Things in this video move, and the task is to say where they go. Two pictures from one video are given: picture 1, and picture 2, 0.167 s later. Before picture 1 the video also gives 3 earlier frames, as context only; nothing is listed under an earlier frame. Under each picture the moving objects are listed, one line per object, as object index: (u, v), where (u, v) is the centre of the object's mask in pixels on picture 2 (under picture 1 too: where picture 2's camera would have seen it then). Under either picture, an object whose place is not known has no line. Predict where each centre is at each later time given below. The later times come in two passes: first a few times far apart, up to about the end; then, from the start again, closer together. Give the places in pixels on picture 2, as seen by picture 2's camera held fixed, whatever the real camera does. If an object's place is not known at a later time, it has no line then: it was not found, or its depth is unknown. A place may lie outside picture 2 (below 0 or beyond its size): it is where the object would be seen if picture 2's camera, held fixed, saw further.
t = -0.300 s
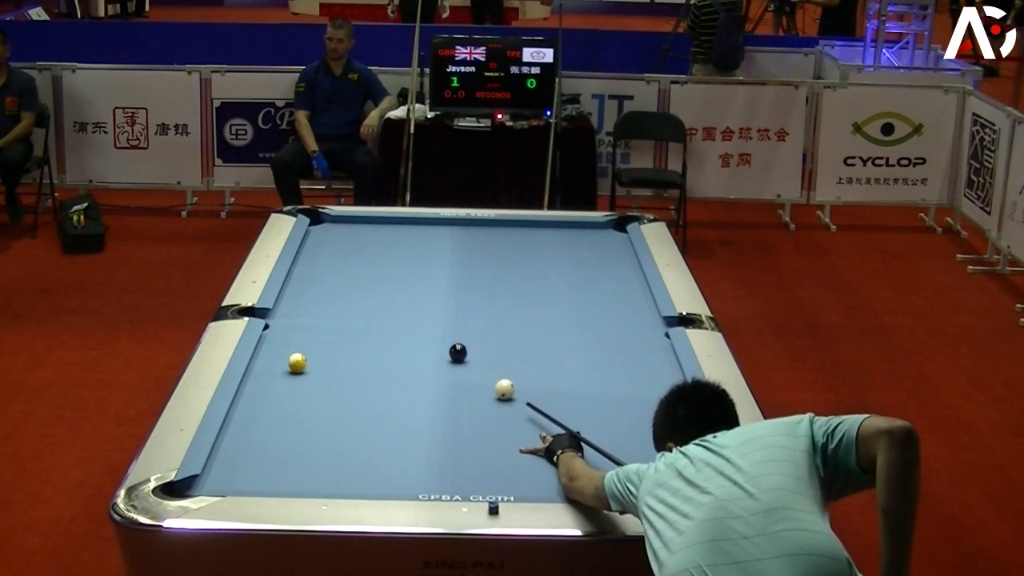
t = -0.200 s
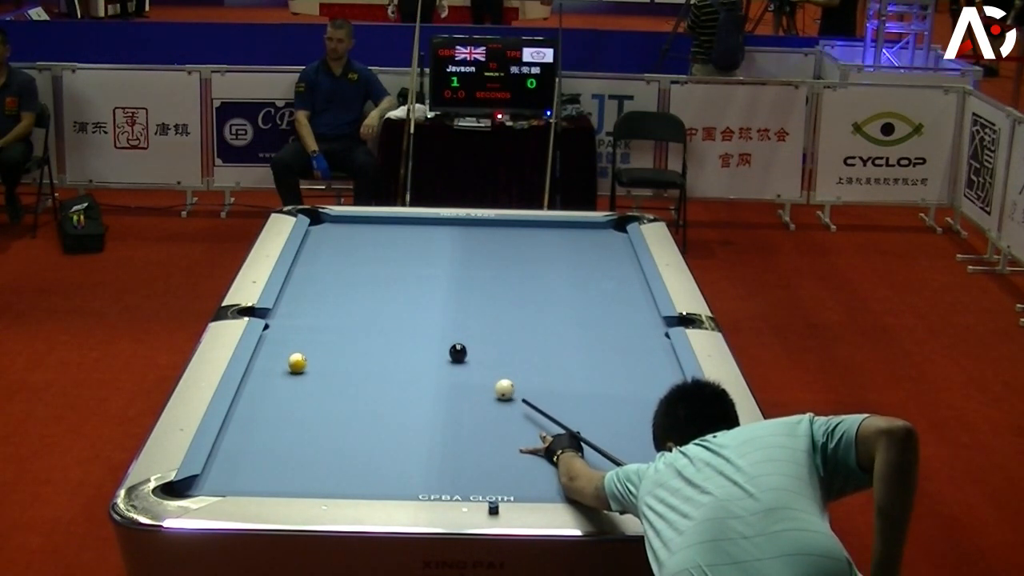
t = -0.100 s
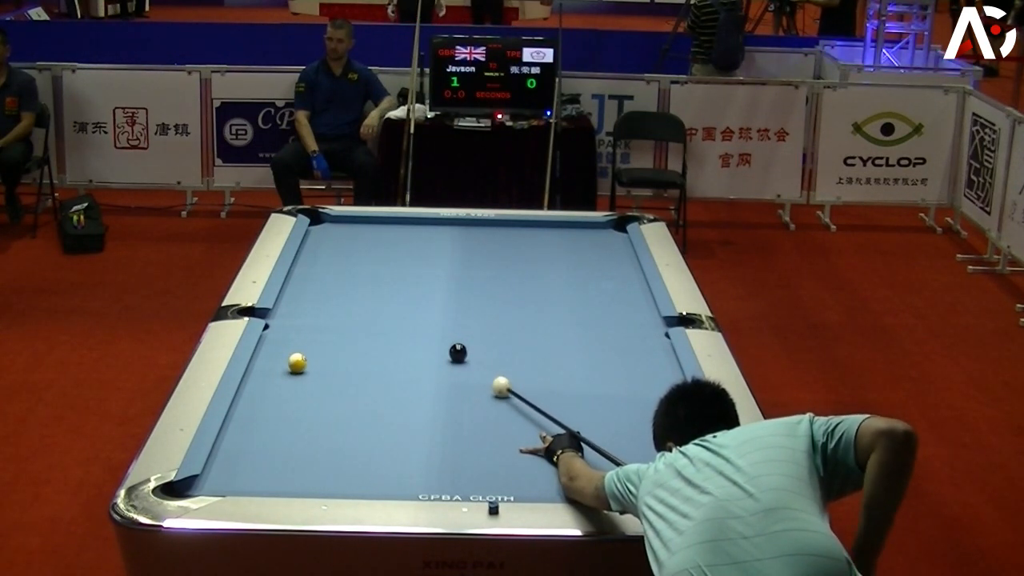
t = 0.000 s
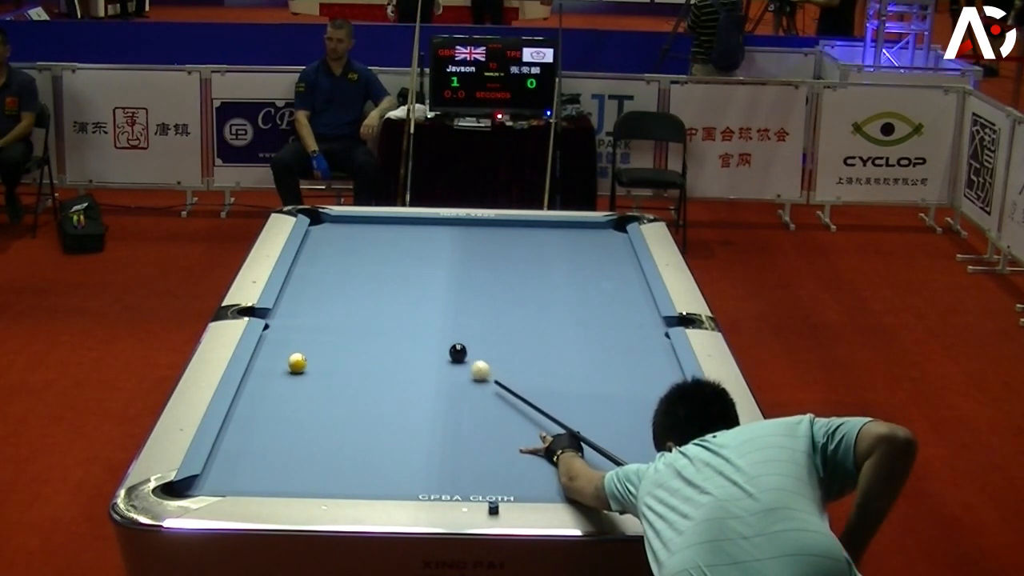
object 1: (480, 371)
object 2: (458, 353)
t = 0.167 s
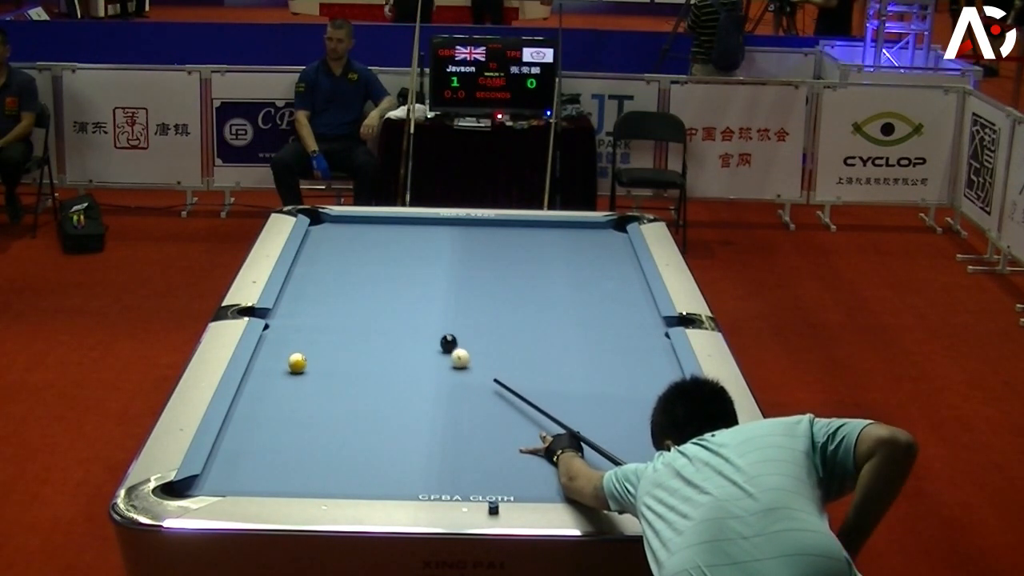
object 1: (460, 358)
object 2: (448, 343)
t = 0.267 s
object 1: (454, 356)
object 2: (439, 334)
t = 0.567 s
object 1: (434, 348)
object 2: (417, 312)
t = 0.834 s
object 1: (418, 342)
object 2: (400, 295)
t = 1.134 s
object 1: (402, 336)
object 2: (382, 277)
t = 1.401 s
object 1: (389, 331)
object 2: (368, 264)
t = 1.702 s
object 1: (377, 326)
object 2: (354, 250)
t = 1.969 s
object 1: (367, 322)
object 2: (343, 238)
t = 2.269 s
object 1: (355, 318)
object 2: (331, 228)
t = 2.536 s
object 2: (323, 219)
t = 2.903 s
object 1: (346, 313)
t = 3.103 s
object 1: (339, 312)
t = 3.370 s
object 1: (336, 311)
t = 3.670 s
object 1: (333, 311)
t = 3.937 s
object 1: (333, 310)
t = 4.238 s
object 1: (333, 310)
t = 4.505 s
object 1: (333, 310)
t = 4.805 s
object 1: (333, 310)
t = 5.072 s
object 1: (333, 310)
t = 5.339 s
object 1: (333, 310)
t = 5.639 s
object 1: (333, 310)
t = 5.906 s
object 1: (333, 310)
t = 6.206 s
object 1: (333, 310)
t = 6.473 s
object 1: (333, 310)
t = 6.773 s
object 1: (333, 310)
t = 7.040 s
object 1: (333, 310)
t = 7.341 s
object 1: (333, 310)
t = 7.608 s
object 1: (333, 310)
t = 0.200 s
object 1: (458, 358)
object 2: (445, 340)
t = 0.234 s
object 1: (456, 357)
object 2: (442, 337)
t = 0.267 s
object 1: (454, 356)
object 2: (439, 334)
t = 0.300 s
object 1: (452, 355)
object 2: (437, 331)
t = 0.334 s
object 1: (449, 354)
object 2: (434, 329)
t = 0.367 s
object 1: (447, 353)
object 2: (431, 326)
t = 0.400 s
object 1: (444, 352)
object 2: (429, 324)
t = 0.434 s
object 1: (442, 351)
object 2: (426, 321)
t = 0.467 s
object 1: (440, 351)
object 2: (424, 319)
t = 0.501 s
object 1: (438, 349)
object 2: (422, 317)
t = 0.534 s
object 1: (436, 349)
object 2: (419, 314)
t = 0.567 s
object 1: (434, 348)
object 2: (417, 312)
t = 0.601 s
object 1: (432, 347)
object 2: (415, 310)
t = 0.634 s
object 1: (430, 346)
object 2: (413, 307)
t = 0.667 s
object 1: (428, 345)
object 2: (410, 305)
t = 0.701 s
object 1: (426, 345)
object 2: (408, 303)
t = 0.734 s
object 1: (424, 344)
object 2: (406, 301)
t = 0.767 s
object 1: (422, 343)
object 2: (404, 299)
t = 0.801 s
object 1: (420, 342)
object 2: (402, 297)
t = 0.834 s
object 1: (418, 342)
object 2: (400, 295)
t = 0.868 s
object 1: (416, 341)
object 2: (398, 292)
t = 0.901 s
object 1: (414, 340)
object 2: (396, 291)
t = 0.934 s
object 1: (412, 339)
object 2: (394, 289)
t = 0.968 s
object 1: (411, 339)
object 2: (392, 287)
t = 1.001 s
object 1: (409, 338)
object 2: (390, 285)
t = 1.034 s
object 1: (407, 337)
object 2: (388, 283)
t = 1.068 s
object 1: (406, 337)
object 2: (386, 281)
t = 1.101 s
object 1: (404, 336)
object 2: (384, 279)
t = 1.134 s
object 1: (402, 336)
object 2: (382, 277)
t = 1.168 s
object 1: (400, 335)
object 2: (380, 275)
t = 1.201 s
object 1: (399, 334)
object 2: (379, 274)
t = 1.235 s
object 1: (397, 333)
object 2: (377, 272)
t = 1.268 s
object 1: (395, 333)
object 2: (375, 270)
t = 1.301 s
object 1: (394, 332)
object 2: (373, 268)
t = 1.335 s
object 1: (392, 332)
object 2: (372, 267)
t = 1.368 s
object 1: (391, 331)
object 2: (370, 265)
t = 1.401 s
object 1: (389, 331)
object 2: (368, 264)
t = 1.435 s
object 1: (388, 330)
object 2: (367, 262)
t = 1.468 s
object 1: (386, 330)
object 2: (365, 260)
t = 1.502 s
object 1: (385, 329)
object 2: (363, 259)
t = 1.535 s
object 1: (383, 328)
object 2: (362, 257)
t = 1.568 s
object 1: (382, 328)
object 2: (360, 256)
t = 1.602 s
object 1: (381, 327)
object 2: (359, 254)
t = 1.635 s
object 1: (379, 327)
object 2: (357, 252)
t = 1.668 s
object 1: (378, 326)
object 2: (356, 251)
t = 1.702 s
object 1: (377, 326)
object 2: (354, 250)
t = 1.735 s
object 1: (376, 325)
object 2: (353, 248)
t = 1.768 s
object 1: (374, 325)
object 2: (351, 247)
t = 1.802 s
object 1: (373, 324)
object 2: (350, 245)
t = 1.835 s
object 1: (371, 324)
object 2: (348, 244)
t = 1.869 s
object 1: (370, 324)
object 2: (347, 242)
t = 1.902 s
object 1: (369, 323)
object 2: (346, 241)
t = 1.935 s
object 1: (368, 323)
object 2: (344, 240)
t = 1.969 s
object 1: (367, 322)
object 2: (343, 238)
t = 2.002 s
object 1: (365, 322)
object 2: (341, 237)
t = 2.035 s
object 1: (364, 321)
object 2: (340, 236)
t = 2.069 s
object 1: (363, 321)
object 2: (339, 234)
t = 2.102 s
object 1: (362, 320)
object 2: (337, 233)
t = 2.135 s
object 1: (361, 320)
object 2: (336, 232)
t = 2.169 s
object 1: (360, 320)
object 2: (335, 231)
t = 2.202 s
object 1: (359, 319)
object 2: (334, 230)
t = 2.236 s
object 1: (358, 319)
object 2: (333, 229)
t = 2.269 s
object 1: (355, 318)
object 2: (331, 228)
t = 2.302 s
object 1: (353, 314)
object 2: (330, 226)
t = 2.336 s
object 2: (329, 225)
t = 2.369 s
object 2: (328, 224)
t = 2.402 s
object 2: (327, 223)
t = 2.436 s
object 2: (326, 222)
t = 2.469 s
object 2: (326, 221)
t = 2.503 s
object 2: (324, 220)
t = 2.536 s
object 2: (323, 219)
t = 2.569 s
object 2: (322, 218)
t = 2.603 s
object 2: (320, 217)
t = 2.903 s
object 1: (346, 313)
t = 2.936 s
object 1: (342, 313)
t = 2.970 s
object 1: (341, 313)
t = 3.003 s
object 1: (341, 313)
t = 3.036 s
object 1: (340, 313)
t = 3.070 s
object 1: (340, 313)
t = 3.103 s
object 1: (339, 312)
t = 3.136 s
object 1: (339, 312)
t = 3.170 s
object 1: (338, 312)
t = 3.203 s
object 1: (338, 312)
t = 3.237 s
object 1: (337, 312)
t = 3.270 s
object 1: (337, 312)
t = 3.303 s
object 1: (336, 312)
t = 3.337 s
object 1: (336, 311)
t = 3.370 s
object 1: (336, 311)
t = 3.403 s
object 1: (335, 311)
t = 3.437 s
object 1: (335, 311)
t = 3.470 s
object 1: (334, 311)
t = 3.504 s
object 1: (334, 311)
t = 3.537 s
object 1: (334, 311)
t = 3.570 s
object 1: (334, 311)
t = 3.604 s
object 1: (334, 311)
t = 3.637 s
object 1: (333, 311)
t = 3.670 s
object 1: (333, 311)
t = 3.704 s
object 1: (333, 310)
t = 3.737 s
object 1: (333, 311)
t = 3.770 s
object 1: (333, 310)
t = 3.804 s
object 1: (333, 310)
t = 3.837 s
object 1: (333, 310)
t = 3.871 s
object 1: (333, 310)
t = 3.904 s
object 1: (333, 310)
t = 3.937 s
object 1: (333, 310)
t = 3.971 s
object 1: (333, 310)
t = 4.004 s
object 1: (333, 310)
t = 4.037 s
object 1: (333, 310)
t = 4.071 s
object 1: (333, 310)
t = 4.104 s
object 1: (333, 310)
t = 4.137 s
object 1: (333, 310)
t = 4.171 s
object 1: (333, 310)
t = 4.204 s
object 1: (333, 310)
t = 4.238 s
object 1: (333, 310)
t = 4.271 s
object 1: (333, 310)
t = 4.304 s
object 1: (333, 310)
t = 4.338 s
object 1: (333, 310)
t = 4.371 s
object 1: (333, 310)
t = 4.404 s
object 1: (333, 310)
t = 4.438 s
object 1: (333, 310)
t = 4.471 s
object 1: (333, 310)
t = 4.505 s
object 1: (333, 310)
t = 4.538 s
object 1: (333, 310)
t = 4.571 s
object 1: (333, 310)
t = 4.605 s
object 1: (333, 310)
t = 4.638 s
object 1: (333, 310)
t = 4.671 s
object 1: (333, 310)
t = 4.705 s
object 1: (333, 310)
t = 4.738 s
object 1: (333, 310)
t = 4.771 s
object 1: (333, 310)
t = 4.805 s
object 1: (333, 310)
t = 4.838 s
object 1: (333, 310)
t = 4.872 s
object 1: (333, 310)
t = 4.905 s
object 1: (333, 310)
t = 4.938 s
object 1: (333, 310)
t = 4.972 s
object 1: (333, 310)
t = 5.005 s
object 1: (333, 310)
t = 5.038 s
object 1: (333, 310)
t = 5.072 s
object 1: (333, 310)
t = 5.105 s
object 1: (333, 310)
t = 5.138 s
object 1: (333, 310)
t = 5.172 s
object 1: (333, 310)
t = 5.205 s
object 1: (333, 310)
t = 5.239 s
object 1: (333, 310)
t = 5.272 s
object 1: (333, 310)
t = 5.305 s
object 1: (333, 310)
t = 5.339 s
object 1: (333, 310)
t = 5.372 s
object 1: (333, 310)
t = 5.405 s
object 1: (333, 310)
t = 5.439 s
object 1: (333, 310)
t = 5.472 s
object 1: (333, 310)
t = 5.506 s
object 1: (333, 310)
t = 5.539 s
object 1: (333, 310)
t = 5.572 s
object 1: (333, 310)
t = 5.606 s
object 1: (333, 310)
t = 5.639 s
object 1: (333, 310)
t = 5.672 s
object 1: (333, 310)
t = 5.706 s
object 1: (333, 310)
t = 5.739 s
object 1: (333, 310)
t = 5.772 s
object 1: (333, 310)
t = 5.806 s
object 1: (333, 310)
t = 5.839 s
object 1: (333, 310)
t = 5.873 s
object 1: (333, 310)
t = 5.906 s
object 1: (333, 310)
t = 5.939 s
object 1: (333, 310)
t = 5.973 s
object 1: (333, 310)
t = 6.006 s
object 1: (333, 310)
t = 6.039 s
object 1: (333, 310)
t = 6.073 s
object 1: (333, 310)
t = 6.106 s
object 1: (333, 310)
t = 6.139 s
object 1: (333, 310)
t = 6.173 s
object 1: (333, 310)
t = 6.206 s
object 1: (333, 310)
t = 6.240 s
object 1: (333, 310)
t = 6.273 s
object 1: (333, 310)
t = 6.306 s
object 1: (333, 310)
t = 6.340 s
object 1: (333, 310)
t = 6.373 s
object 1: (333, 310)
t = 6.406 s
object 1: (333, 310)
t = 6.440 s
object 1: (333, 310)
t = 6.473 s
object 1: (333, 310)
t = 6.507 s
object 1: (333, 310)
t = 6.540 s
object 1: (333, 310)
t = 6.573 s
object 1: (333, 310)
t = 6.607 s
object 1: (333, 310)
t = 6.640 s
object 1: (333, 310)
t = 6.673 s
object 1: (333, 310)
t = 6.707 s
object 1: (333, 310)
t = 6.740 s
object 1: (333, 310)
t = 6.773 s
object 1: (333, 310)
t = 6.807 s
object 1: (333, 310)
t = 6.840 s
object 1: (333, 310)
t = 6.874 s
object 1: (333, 310)
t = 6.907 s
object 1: (333, 310)
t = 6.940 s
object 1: (333, 310)
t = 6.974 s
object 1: (333, 310)
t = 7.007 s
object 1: (333, 310)
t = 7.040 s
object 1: (333, 310)
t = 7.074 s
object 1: (333, 310)
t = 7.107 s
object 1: (333, 310)
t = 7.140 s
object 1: (333, 310)
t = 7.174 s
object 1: (333, 310)
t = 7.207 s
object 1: (333, 310)
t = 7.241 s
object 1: (333, 310)
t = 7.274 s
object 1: (333, 310)
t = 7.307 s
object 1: (333, 310)
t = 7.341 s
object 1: (333, 310)
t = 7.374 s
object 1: (333, 310)
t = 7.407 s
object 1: (333, 310)
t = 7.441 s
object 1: (333, 310)
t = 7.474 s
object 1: (333, 310)
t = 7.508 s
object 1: (333, 310)
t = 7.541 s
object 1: (333, 310)
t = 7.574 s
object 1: (333, 310)
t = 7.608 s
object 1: (333, 310)
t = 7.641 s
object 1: (333, 310)
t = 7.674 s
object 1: (333, 310)
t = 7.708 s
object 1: (333, 310)
